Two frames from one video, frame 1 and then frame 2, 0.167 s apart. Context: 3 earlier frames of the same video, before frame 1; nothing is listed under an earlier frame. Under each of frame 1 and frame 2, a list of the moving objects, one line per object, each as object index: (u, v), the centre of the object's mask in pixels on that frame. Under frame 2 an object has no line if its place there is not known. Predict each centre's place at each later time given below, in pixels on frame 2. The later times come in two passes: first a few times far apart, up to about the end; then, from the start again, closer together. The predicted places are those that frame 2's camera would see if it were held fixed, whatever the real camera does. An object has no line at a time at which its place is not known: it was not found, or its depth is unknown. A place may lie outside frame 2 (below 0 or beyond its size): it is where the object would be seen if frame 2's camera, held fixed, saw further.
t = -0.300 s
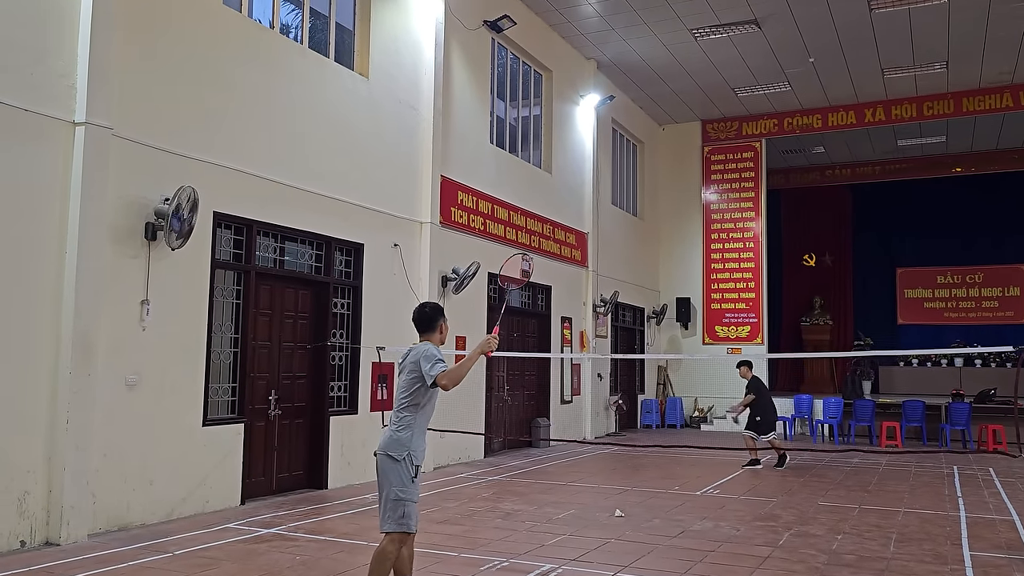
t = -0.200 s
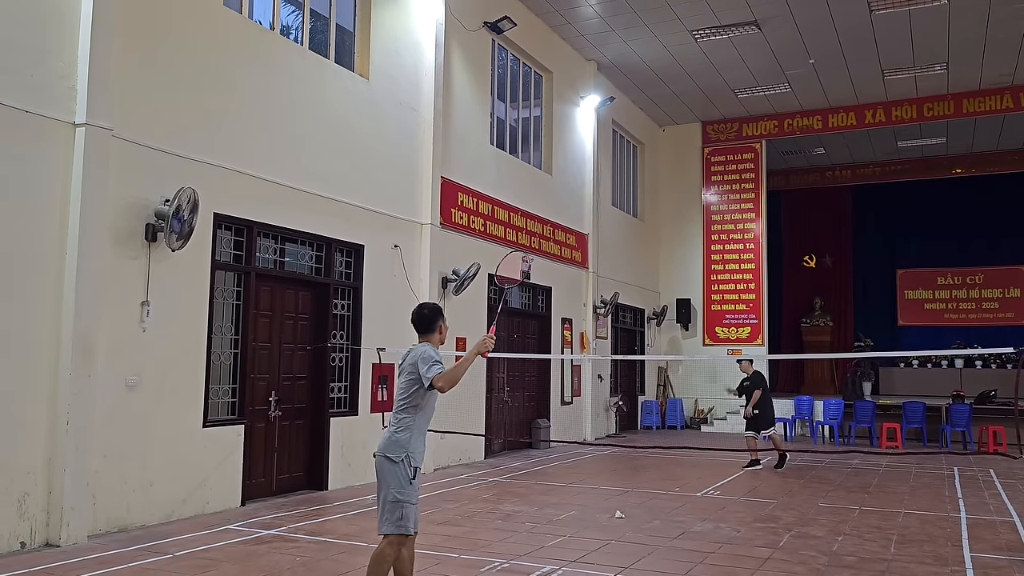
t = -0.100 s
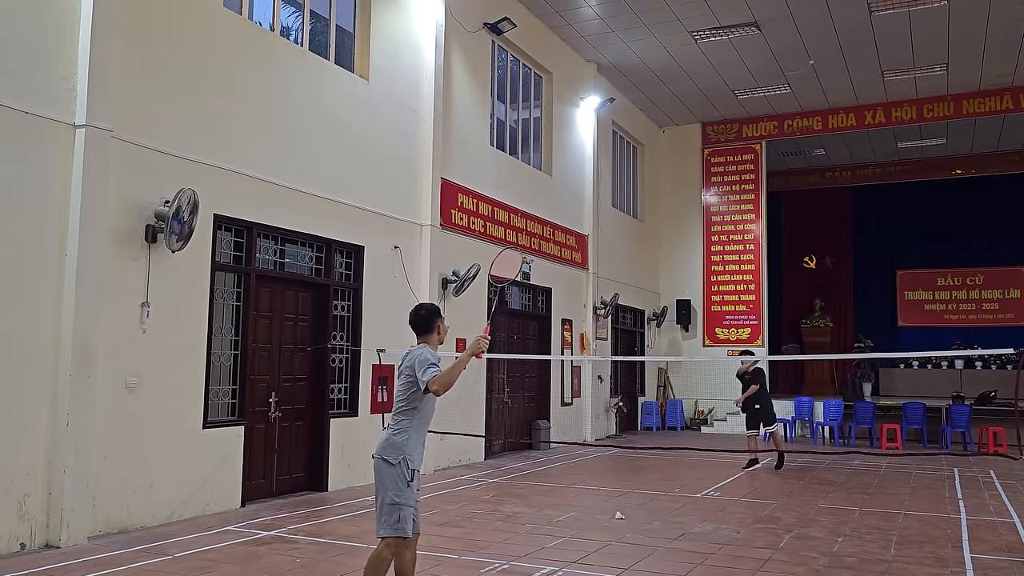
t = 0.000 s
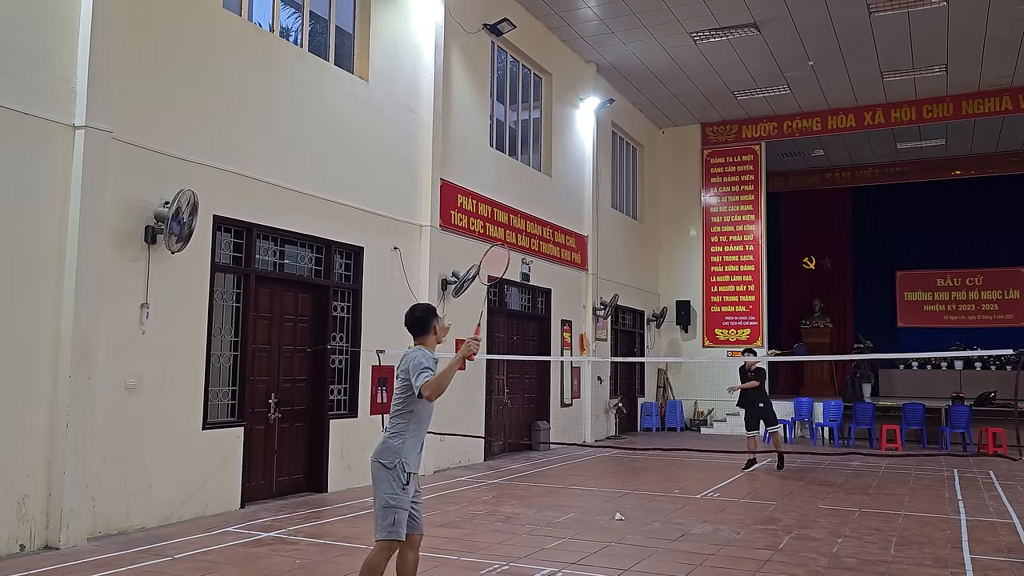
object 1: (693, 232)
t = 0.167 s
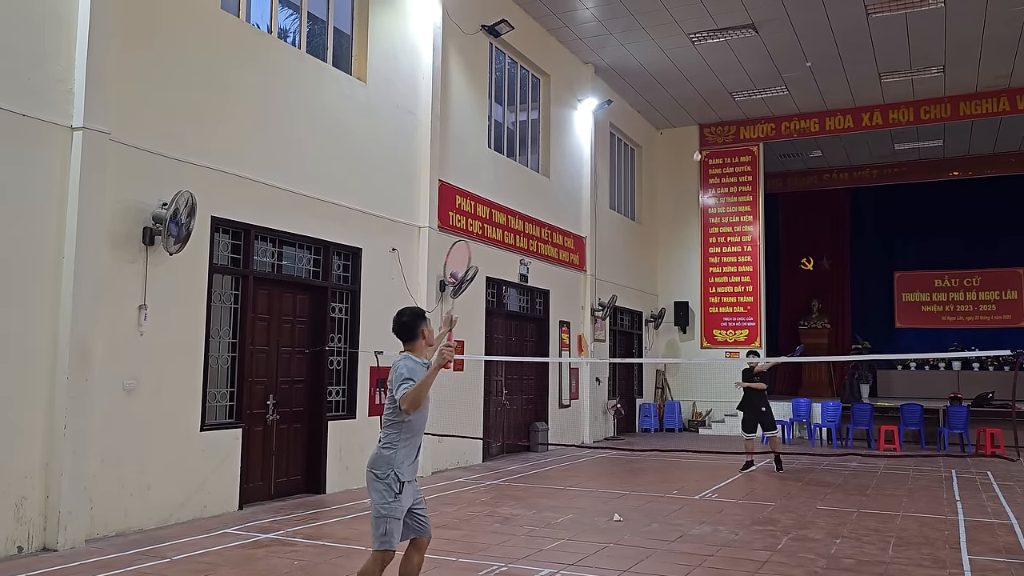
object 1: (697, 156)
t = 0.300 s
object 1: (700, 116)
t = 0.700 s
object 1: (702, 111)
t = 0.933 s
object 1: (702, 206)
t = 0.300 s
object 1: (700, 116)
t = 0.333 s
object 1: (701, 109)
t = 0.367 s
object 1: (702, 103)
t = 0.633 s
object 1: (704, 98)
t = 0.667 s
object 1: (703, 104)
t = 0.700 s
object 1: (702, 111)
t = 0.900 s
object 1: (701, 189)
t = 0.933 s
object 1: (702, 206)
